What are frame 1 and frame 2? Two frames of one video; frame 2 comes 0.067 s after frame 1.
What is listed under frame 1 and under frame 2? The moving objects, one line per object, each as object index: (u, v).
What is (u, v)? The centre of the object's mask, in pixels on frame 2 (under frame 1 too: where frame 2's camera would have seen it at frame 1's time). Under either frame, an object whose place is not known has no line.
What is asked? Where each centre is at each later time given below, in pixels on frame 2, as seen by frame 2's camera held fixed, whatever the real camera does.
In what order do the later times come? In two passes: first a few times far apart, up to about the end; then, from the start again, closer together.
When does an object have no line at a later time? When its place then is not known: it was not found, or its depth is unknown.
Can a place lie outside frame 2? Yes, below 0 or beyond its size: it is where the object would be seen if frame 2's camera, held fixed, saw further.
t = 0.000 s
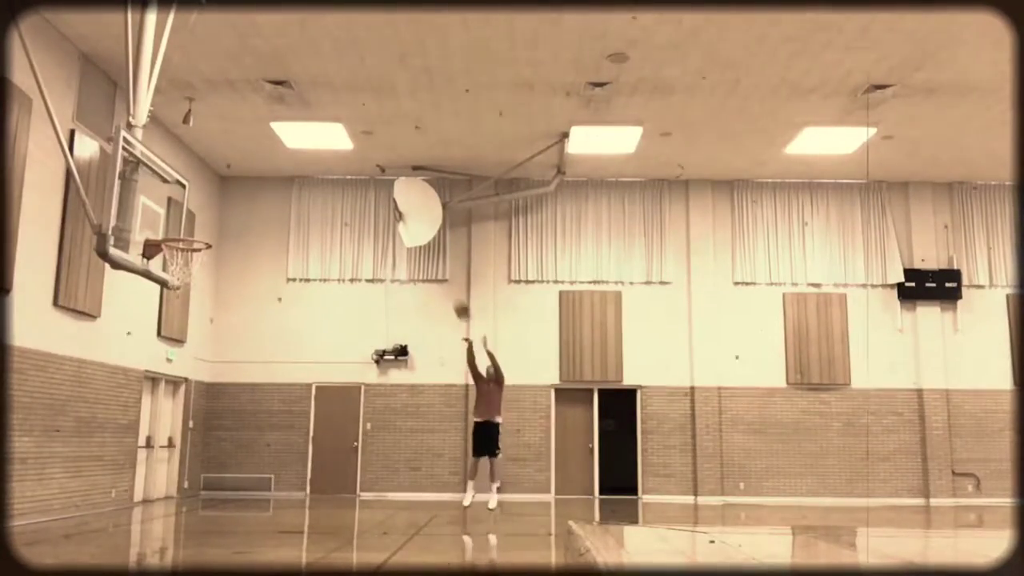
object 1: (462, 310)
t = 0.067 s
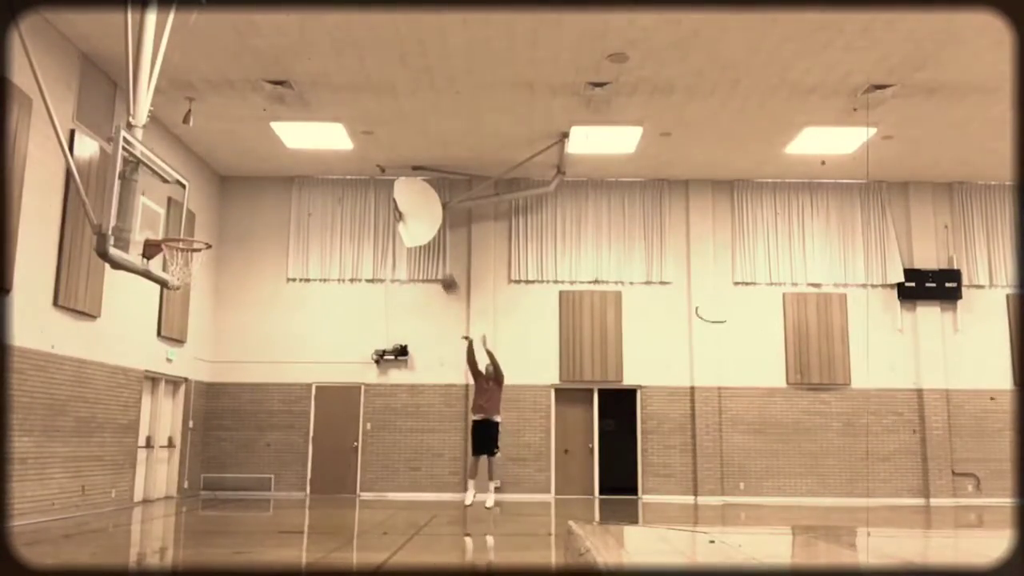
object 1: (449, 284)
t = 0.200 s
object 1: (422, 238)
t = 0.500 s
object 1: (355, 175)
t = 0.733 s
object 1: (294, 164)
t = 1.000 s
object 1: (207, 210)
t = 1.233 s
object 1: (193, 274)
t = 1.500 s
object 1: (191, 356)
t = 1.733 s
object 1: (182, 496)
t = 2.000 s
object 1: (180, 444)
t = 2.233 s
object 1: (179, 380)
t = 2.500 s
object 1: (170, 372)
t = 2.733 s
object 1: (157, 428)
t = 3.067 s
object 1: (138, 509)
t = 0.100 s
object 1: (443, 273)
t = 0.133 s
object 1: (436, 261)
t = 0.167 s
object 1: (429, 249)
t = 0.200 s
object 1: (422, 238)
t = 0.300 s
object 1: (401, 210)
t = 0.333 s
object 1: (393, 203)
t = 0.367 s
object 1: (386, 197)
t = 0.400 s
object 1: (379, 189)
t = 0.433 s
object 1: (371, 185)
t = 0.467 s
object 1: (363, 180)
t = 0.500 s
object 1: (355, 175)
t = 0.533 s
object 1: (346, 171)
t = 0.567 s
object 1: (338, 167)
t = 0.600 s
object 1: (330, 166)
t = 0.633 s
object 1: (322, 164)
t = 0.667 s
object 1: (312, 164)
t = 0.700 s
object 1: (303, 165)
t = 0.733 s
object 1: (294, 164)
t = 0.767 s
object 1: (284, 165)
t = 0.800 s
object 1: (273, 168)
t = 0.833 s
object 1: (262, 172)
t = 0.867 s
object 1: (253, 177)
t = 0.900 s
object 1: (242, 183)
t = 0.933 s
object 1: (231, 191)
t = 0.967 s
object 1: (220, 199)
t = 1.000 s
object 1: (207, 210)
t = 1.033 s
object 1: (196, 222)
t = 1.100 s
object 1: (182, 247)
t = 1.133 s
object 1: (189, 256)
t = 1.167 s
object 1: (193, 261)
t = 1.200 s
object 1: (193, 268)
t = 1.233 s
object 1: (193, 274)
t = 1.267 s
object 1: (193, 280)
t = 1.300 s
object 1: (192, 288)
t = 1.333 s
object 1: (192, 296)
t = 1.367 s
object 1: (192, 305)
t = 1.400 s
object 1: (192, 317)
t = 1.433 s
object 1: (191, 329)
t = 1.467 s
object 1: (191, 342)
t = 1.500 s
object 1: (191, 356)
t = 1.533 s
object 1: (190, 372)
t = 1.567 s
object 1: (190, 388)
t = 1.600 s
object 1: (188, 409)
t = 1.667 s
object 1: (184, 448)
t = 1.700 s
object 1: (184, 469)
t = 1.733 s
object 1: (182, 496)
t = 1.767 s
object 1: (181, 517)
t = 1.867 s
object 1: (180, 508)
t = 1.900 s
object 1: (180, 491)
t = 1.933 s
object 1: (181, 474)
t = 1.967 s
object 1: (180, 460)
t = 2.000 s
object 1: (180, 444)
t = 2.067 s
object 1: (180, 421)
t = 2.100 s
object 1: (181, 410)
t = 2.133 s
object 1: (180, 401)
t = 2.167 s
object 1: (180, 393)
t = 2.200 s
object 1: (179, 386)
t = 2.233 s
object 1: (179, 380)
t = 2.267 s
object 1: (178, 375)
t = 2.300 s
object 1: (177, 372)
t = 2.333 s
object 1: (176, 370)
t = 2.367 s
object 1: (175, 368)
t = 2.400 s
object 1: (174, 367)
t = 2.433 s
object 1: (173, 368)
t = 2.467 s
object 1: (171, 370)
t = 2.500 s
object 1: (170, 372)
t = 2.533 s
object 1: (169, 377)
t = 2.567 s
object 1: (167, 383)
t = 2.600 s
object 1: (166, 388)
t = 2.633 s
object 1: (164, 395)
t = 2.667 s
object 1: (161, 406)
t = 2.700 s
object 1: (159, 417)
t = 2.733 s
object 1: (157, 428)
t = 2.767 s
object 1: (156, 441)
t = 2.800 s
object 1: (152, 457)
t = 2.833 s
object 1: (150, 472)
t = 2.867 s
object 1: (148, 488)
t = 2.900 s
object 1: (144, 508)
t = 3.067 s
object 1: (138, 509)
